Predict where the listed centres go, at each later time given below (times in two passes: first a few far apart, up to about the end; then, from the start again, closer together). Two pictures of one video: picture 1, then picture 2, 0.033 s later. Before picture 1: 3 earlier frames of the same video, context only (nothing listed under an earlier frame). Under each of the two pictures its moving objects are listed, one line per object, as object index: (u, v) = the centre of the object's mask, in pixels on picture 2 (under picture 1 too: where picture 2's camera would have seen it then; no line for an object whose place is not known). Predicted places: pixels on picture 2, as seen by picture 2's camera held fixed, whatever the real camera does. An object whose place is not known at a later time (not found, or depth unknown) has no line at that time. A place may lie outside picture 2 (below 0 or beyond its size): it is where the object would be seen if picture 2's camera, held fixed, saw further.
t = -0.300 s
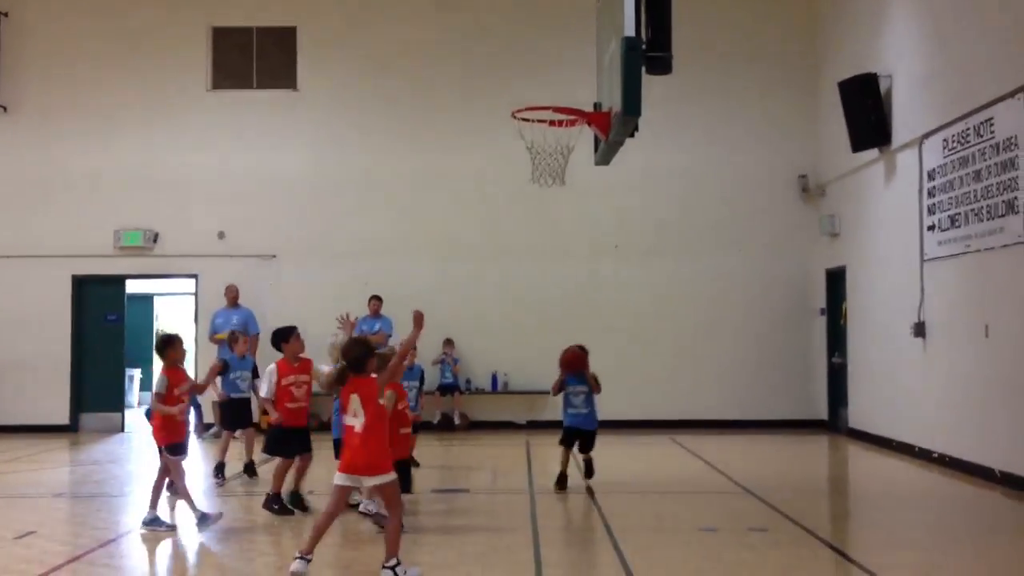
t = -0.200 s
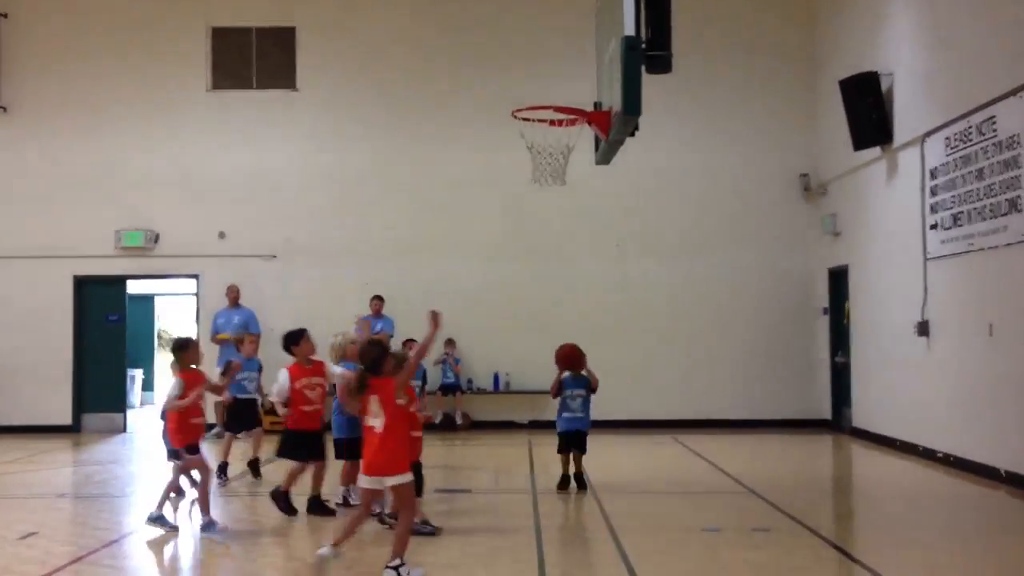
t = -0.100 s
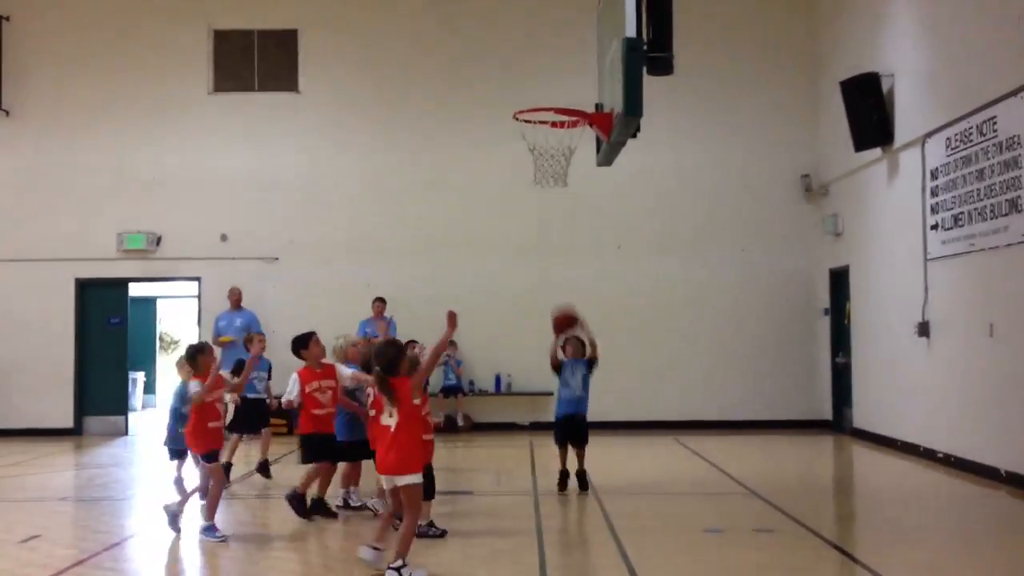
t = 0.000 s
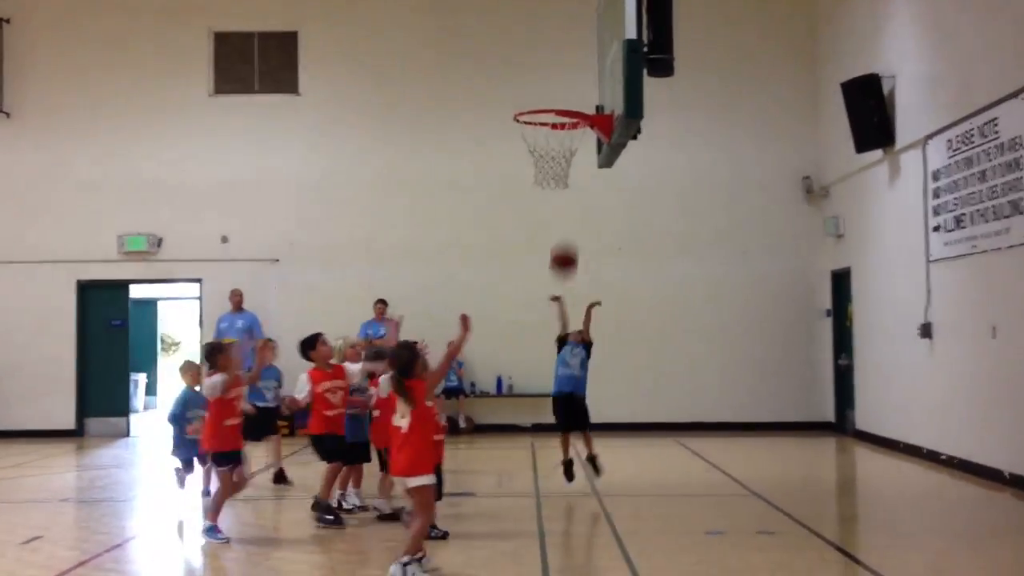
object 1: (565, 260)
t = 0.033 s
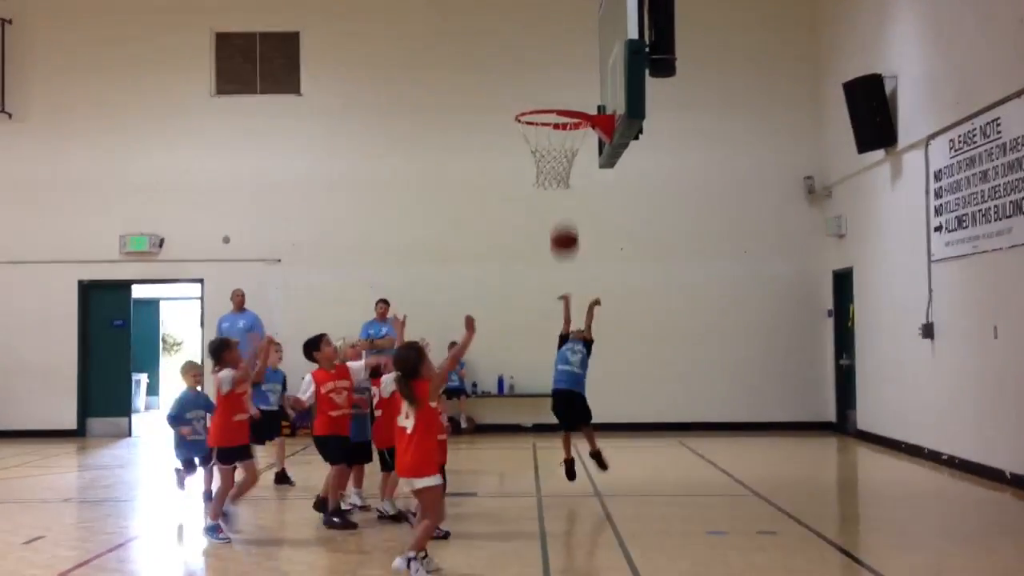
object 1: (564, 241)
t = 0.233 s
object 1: (558, 143)
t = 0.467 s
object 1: (550, 91)
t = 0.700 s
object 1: (540, 111)
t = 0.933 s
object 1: (553, 159)
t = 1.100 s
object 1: (572, 208)
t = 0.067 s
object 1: (563, 222)
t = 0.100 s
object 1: (563, 204)
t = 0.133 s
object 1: (563, 191)
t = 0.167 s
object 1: (560, 173)
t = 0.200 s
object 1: (559, 158)
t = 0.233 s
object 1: (558, 143)
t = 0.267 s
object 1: (557, 133)
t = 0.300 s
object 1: (556, 124)
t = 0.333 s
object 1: (552, 110)
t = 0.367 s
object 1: (553, 103)
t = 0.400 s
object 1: (552, 98)
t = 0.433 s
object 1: (551, 95)
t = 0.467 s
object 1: (550, 91)
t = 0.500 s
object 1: (549, 90)
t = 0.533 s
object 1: (548, 89)
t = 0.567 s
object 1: (547, 90)
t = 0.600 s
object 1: (546, 93)
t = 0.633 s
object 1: (544, 96)
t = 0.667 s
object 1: (543, 103)
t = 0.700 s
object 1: (540, 111)
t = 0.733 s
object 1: (540, 122)
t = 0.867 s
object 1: (545, 148)
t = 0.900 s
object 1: (549, 151)
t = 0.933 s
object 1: (553, 159)
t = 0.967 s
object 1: (558, 164)
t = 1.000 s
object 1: (561, 172)
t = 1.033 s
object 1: (565, 183)
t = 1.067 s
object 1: (568, 195)
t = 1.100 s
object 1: (572, 208)
